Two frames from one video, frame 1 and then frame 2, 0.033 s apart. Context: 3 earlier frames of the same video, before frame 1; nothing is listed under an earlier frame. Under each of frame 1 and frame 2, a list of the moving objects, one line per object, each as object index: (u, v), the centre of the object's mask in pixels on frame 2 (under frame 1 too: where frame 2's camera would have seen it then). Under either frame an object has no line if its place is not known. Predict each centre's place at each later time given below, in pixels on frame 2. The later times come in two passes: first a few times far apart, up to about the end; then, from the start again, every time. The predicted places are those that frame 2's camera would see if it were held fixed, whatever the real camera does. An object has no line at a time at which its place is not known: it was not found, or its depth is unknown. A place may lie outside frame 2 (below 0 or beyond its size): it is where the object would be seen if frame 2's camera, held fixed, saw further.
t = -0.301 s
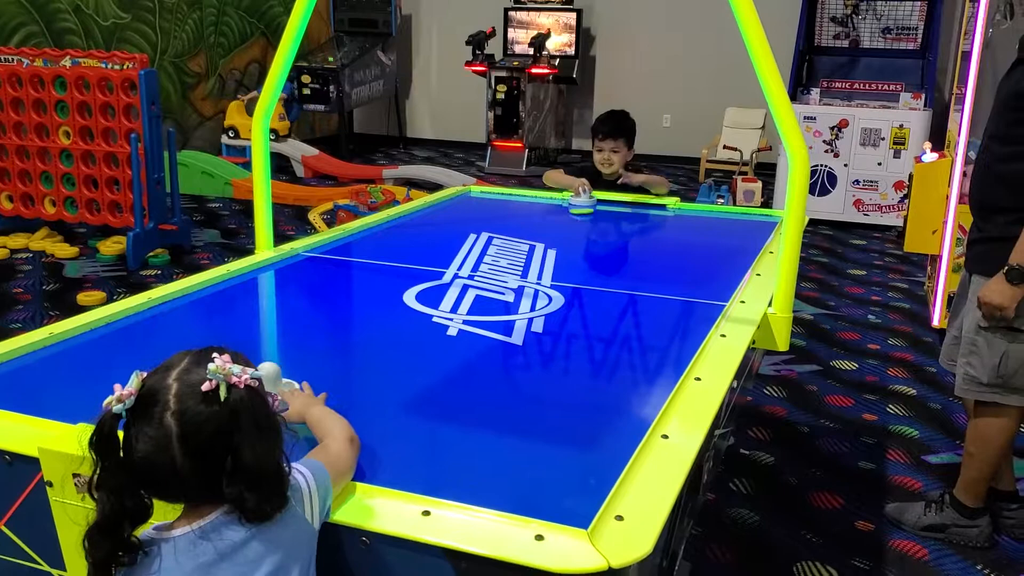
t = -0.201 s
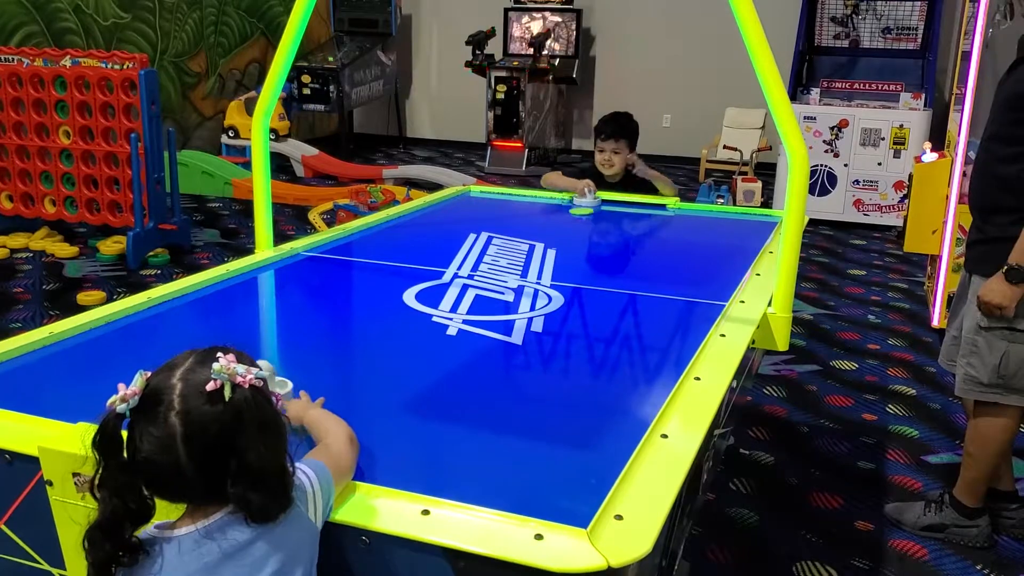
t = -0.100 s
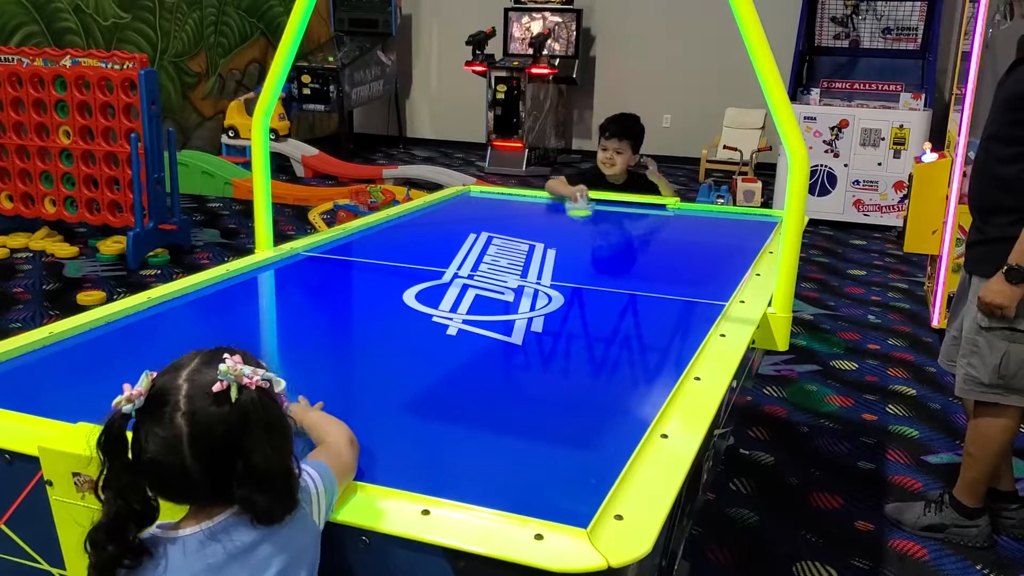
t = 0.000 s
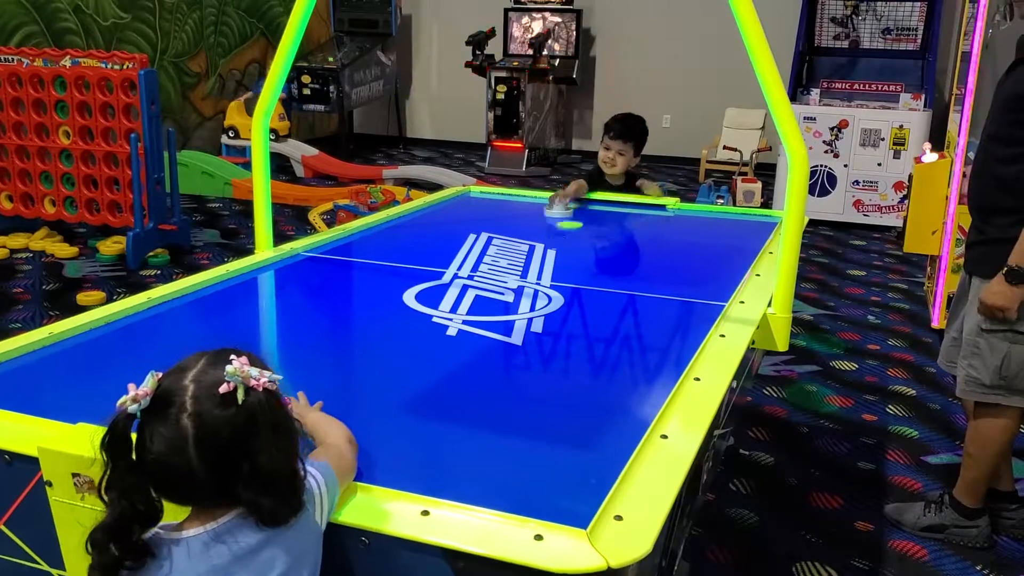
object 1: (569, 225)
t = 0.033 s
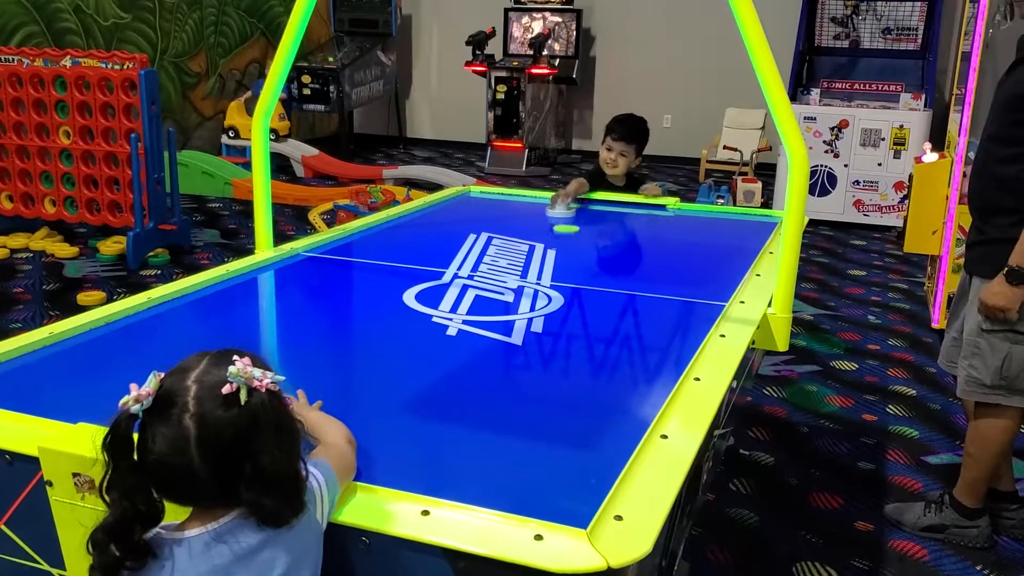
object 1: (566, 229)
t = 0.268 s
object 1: (537, 260)
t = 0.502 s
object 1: (497, 303)
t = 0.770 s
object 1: (426, 375)
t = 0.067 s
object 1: (562, 233)
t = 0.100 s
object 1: (559, 237)
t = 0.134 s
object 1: (555, 241)
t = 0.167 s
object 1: (552, 245)
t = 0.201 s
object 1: (547, 250)
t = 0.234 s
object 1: (542, 255)
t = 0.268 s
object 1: (537, 260)
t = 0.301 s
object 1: (532, 265)
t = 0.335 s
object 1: (527, 270)
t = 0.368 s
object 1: (524, 277)
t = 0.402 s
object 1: (516, 283)
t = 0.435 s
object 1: (510, 290)
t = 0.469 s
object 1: (504, 296)
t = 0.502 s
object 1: (497, 303)
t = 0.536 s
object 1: (490, 309)
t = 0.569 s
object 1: (482, 318)
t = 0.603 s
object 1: (475, 327)
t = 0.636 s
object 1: (466, 335)
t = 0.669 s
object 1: (457, 344)
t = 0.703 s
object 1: (447, 353)
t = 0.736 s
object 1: (437, 364)
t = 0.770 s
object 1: (426, 375)
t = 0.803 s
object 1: (414, 387)
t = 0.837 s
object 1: (401, 399)
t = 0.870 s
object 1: (388, 413)
